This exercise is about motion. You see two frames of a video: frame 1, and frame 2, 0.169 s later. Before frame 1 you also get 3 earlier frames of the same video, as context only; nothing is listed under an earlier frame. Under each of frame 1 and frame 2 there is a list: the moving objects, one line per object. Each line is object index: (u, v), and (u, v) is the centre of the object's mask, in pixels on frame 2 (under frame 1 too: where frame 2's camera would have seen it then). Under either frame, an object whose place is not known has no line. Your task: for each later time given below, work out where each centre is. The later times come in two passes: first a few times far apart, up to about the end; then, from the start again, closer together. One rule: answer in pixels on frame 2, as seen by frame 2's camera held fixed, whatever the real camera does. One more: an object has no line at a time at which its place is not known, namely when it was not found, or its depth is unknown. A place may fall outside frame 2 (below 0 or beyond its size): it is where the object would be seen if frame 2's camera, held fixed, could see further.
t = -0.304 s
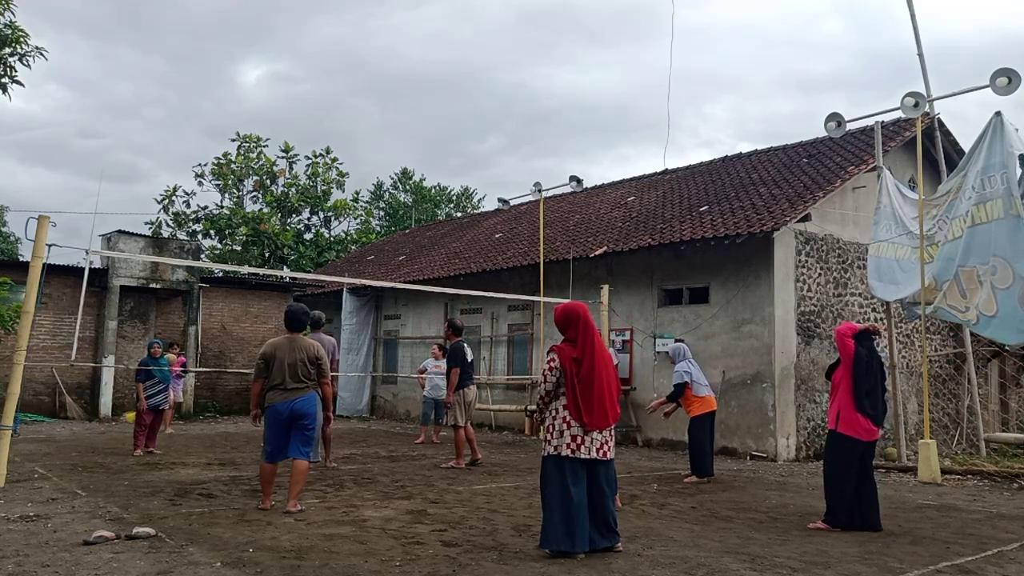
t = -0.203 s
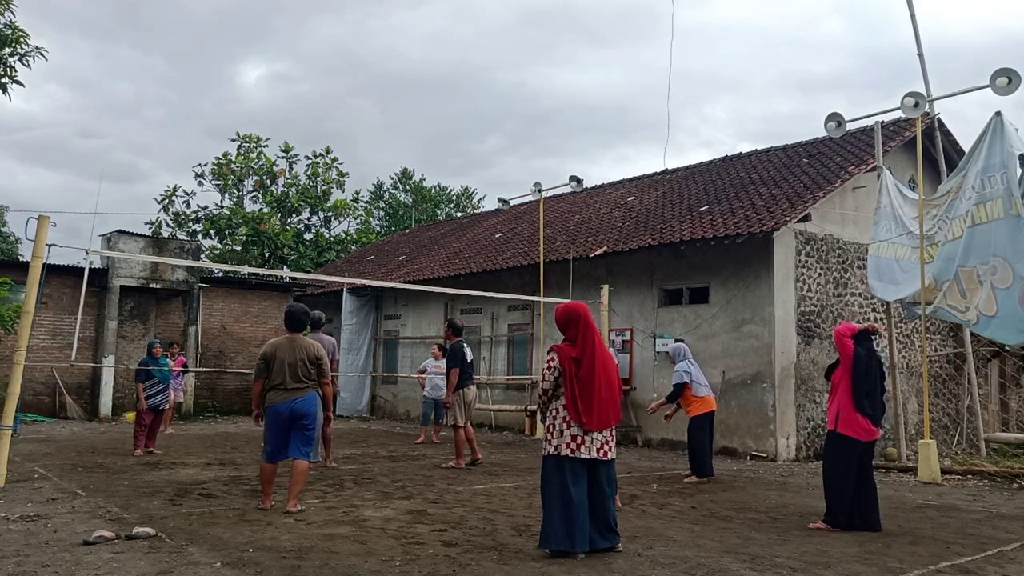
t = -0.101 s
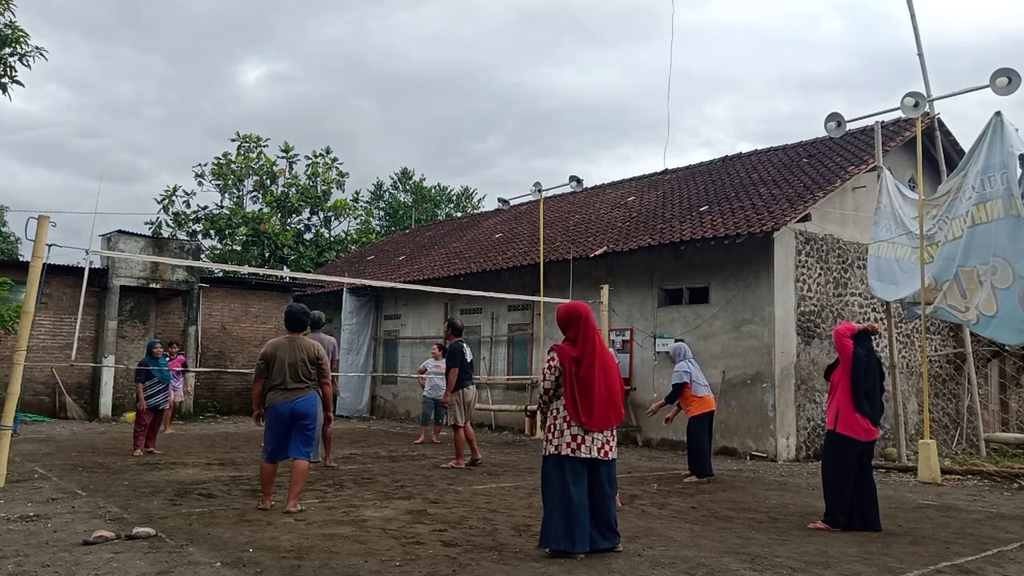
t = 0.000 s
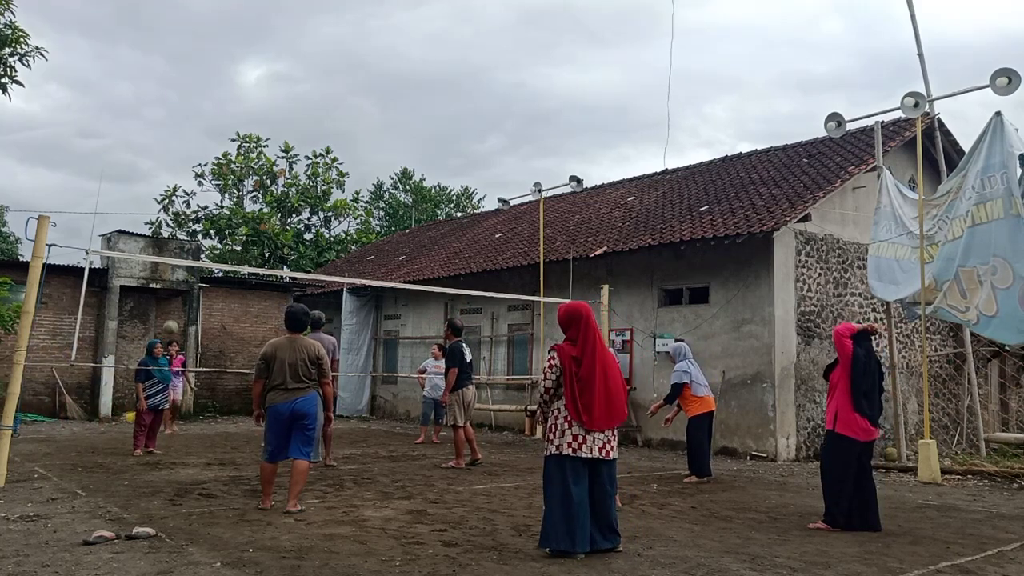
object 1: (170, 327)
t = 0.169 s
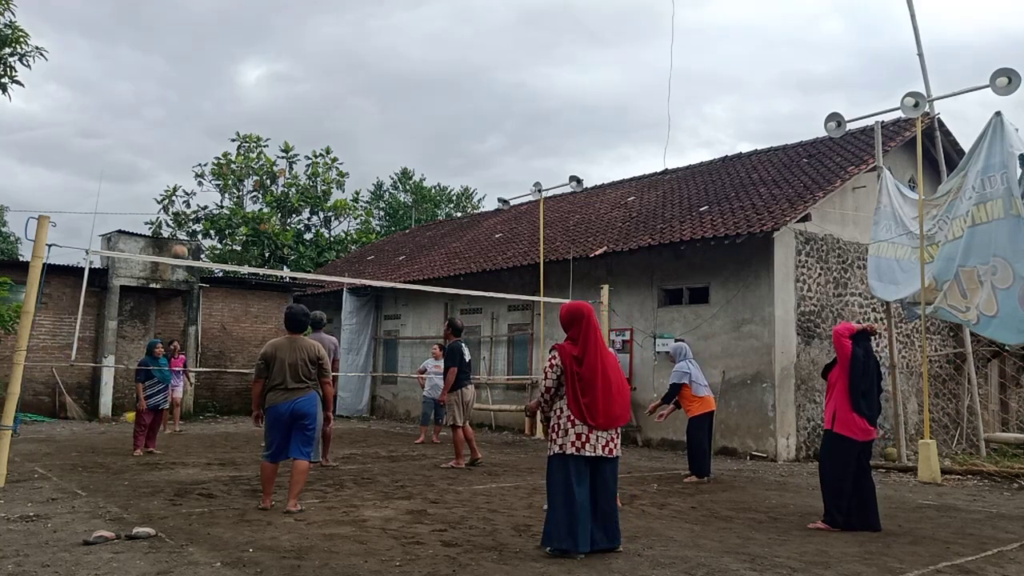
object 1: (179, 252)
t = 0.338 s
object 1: (190, 190)
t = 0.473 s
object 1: (199, 147)
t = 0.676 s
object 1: (211, 100)
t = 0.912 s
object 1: (226, 82)
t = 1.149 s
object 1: (241, 137)
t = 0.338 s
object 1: (190, 190)
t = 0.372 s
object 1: (193, 178)
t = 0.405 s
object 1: (196, 168)
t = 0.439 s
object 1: (197, 158)
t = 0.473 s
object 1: (199, 147)
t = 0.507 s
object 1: (200, 137)
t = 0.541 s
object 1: (202, 129)
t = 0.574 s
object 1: (204, 120)
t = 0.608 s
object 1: (206, 113)
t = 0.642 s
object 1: (209, 106)
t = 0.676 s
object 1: (211, 100)
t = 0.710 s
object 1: (213, 94)
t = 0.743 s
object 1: (215, 90)
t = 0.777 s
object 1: (218, 86)
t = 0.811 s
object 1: (220, 83)
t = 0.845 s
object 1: (222, 81)
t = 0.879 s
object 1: (224, 81)
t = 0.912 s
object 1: (226, 82)
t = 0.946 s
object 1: (228, 85)
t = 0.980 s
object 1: (231, 89)
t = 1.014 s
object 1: (233, 95)
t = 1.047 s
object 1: (235, 102)
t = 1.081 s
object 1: (237, 112)
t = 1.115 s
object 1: (240, 123)
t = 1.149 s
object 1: (241, 137)
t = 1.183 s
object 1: (244, 152)
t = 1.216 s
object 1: (246, 171)
